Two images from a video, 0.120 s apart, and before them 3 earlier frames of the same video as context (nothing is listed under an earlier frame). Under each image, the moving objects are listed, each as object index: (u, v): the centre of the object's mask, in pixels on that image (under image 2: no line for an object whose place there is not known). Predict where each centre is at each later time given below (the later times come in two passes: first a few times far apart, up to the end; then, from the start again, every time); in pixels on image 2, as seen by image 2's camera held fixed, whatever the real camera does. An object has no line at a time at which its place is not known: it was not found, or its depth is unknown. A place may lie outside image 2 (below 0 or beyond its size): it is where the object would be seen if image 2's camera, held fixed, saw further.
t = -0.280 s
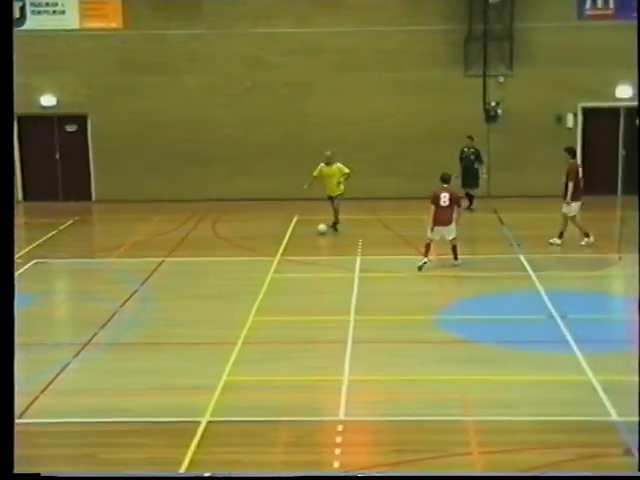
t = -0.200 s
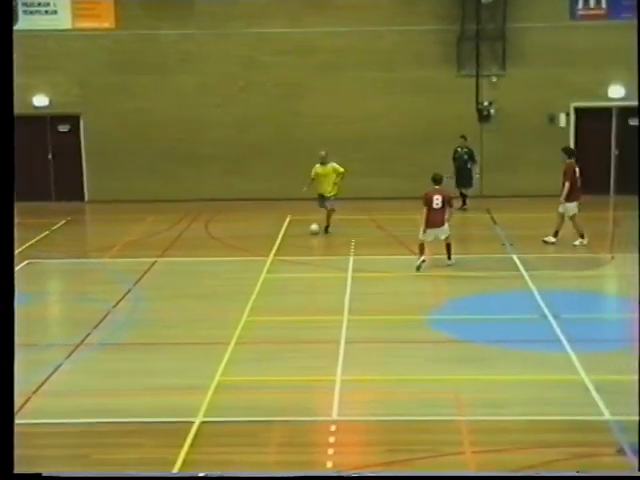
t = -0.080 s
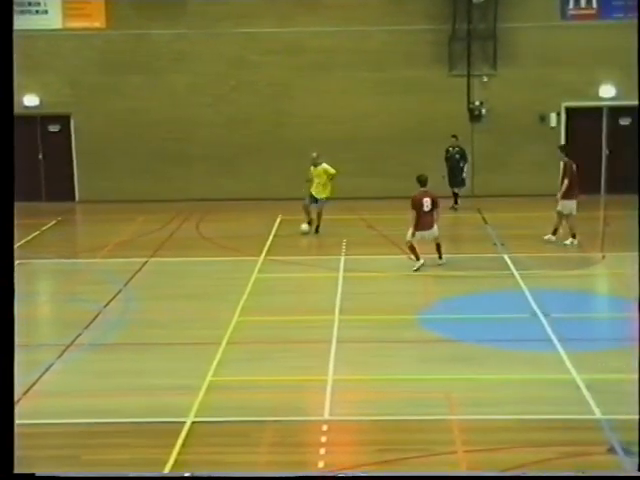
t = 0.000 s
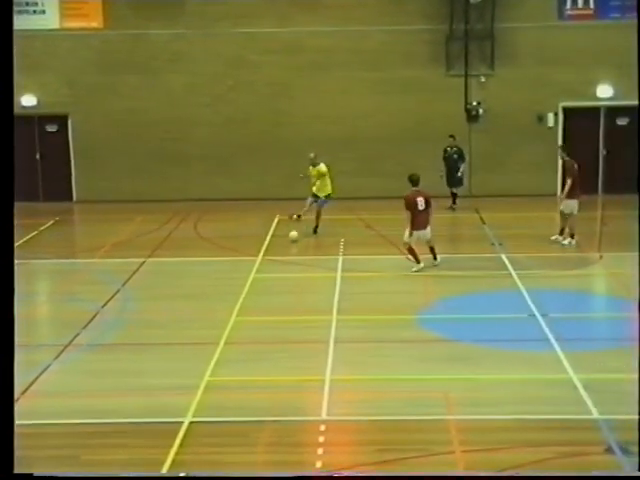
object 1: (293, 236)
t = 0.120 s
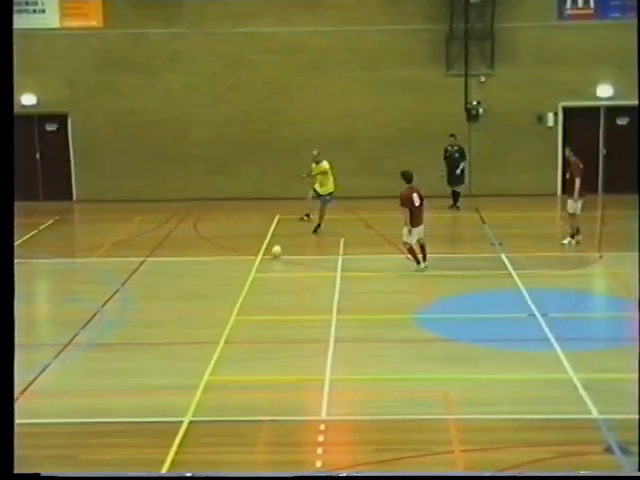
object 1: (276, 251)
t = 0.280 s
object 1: (253, 275)
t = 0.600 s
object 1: (201, 328)
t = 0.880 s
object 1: (152, 384)
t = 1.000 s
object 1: (129, 413)
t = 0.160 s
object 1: (270, 256)
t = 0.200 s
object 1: (265, 263)
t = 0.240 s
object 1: (258, 268)
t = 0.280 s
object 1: (253, 275)
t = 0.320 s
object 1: (245, 281)
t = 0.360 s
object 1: (239, 287)
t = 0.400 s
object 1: (234, 294)
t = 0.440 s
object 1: (228, 300)
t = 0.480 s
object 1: (221, 308)
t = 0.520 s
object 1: (214, 315)
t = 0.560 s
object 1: (208, 320)
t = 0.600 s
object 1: (201, 328)
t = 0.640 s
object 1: (195, 335)
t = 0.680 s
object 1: (188, 344)
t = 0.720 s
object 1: (180, 352)
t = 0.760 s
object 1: (174, 359)
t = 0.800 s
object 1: (166, 369)
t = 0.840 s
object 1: (159, 376)
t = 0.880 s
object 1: (152, 384)
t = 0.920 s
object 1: (144, 393)
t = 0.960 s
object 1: (137, 403)
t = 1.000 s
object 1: (129, 413)
